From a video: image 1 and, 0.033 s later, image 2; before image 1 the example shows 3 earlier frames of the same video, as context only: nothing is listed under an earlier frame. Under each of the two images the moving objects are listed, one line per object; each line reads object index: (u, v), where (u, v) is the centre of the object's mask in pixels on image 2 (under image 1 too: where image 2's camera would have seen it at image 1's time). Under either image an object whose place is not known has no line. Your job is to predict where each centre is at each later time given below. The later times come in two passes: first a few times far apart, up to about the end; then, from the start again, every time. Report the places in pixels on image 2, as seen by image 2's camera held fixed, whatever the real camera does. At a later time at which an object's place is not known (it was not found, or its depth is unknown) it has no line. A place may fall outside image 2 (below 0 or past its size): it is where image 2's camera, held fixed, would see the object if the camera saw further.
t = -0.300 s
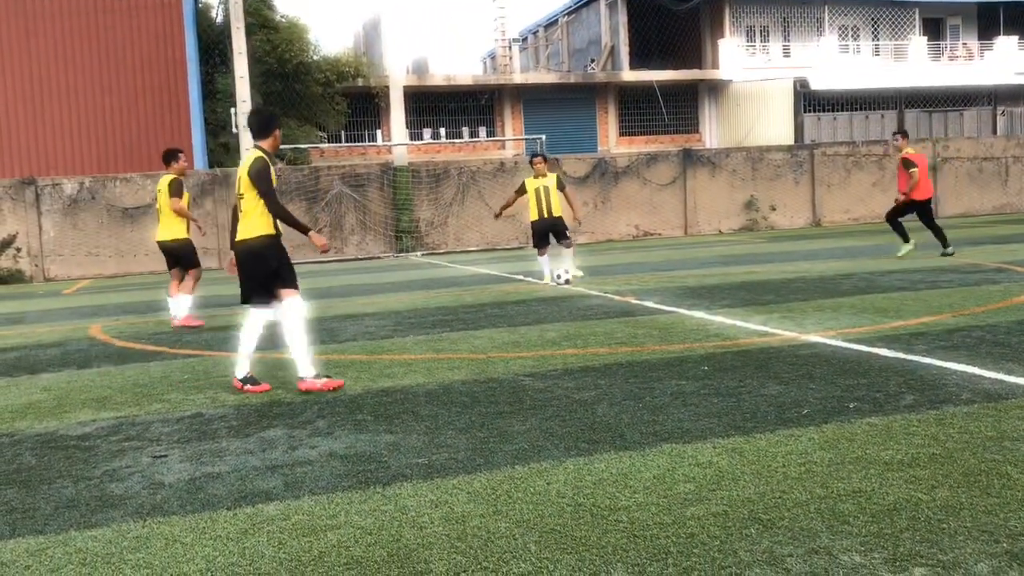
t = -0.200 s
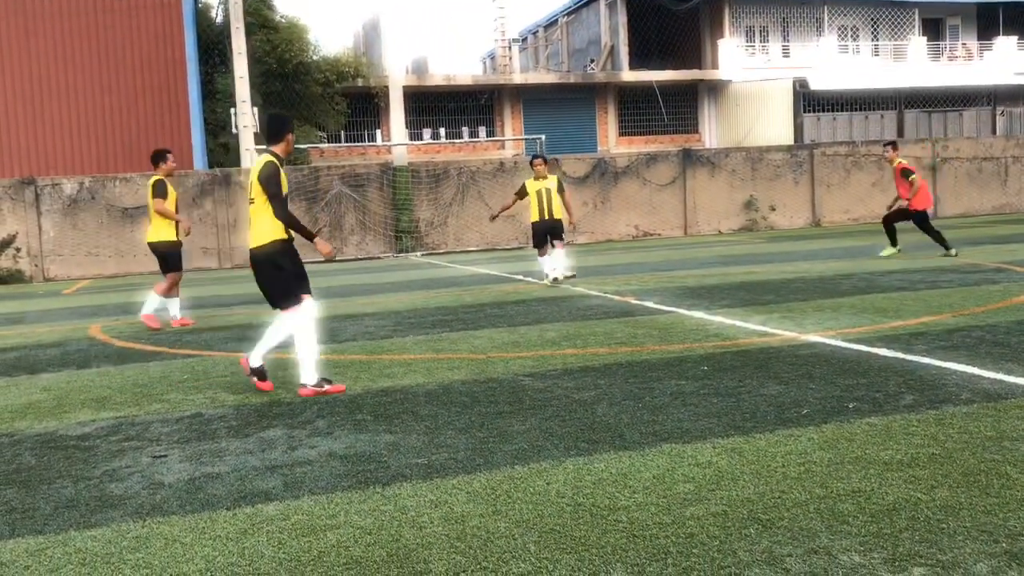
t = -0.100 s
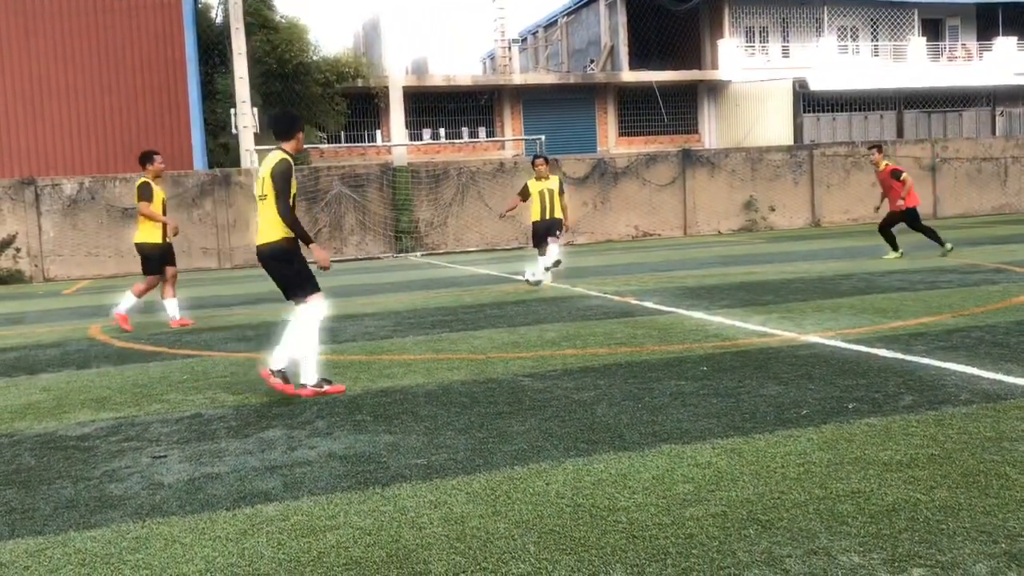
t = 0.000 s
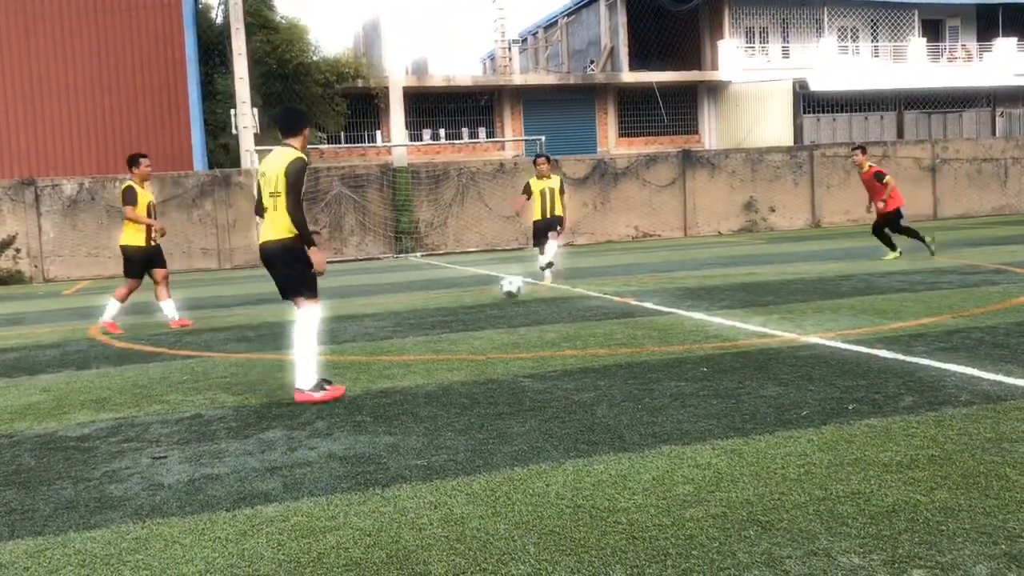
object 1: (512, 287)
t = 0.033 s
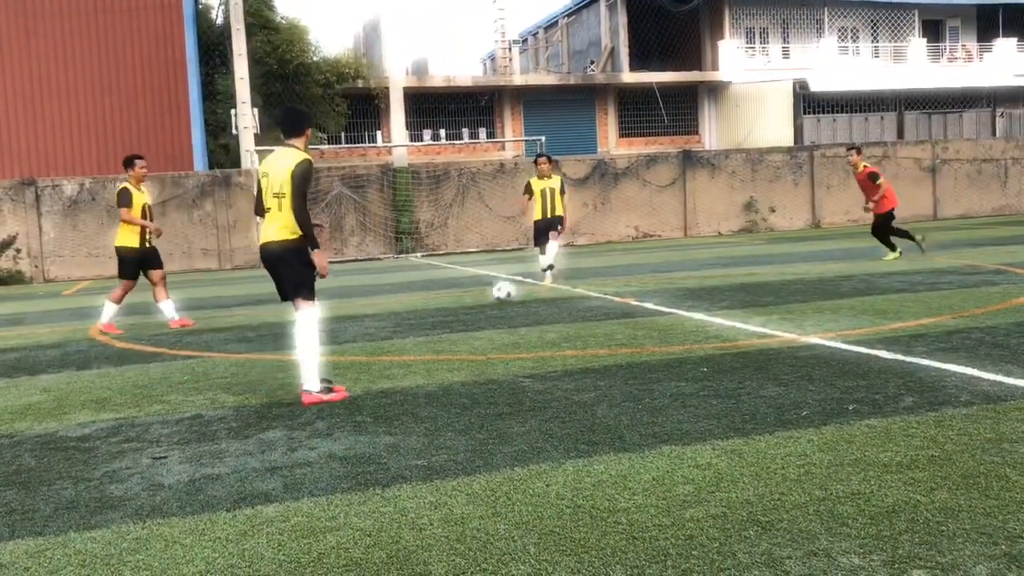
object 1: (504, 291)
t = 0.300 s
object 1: (449, 302)
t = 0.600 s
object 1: (391, 318)
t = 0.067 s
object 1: (497, 291)
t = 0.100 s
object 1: (491, 289)
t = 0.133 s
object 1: (484, 289)
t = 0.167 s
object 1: (476, 290)
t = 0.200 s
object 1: (470, 291)
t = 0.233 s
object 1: (462, 295)
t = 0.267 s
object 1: (457, 299)
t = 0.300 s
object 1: (449, 302)
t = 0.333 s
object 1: (442, 305)
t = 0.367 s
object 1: (435, 303)
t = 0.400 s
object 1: (429, 302)
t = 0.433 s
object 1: (423, 302)
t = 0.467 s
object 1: (417, 304)
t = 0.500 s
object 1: (411, 305)
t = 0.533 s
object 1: (405, 308)
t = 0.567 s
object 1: (398, 314)
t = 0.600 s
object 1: (391, 318)
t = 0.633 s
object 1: (383, 318)
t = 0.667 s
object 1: (376, 317)
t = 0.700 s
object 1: (369, 318)
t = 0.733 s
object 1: (361, 320)
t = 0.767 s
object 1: (352, 324)
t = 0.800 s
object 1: (345, 330)
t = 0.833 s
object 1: (338, 332)
